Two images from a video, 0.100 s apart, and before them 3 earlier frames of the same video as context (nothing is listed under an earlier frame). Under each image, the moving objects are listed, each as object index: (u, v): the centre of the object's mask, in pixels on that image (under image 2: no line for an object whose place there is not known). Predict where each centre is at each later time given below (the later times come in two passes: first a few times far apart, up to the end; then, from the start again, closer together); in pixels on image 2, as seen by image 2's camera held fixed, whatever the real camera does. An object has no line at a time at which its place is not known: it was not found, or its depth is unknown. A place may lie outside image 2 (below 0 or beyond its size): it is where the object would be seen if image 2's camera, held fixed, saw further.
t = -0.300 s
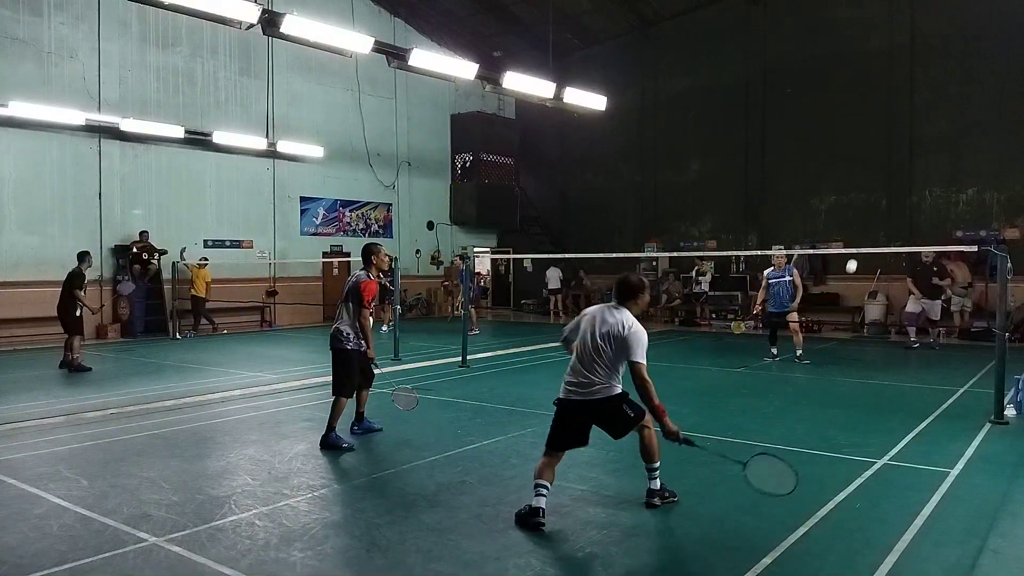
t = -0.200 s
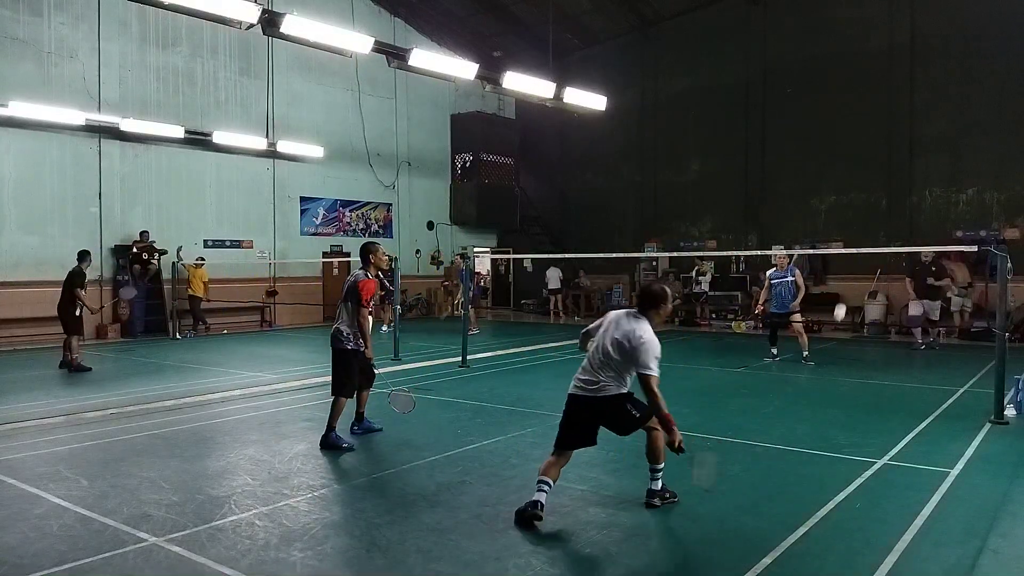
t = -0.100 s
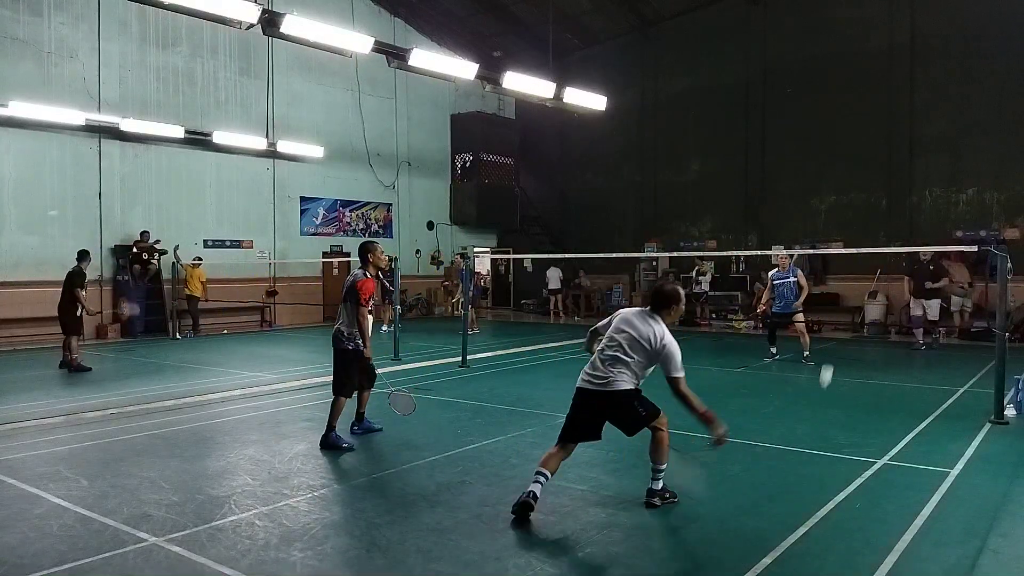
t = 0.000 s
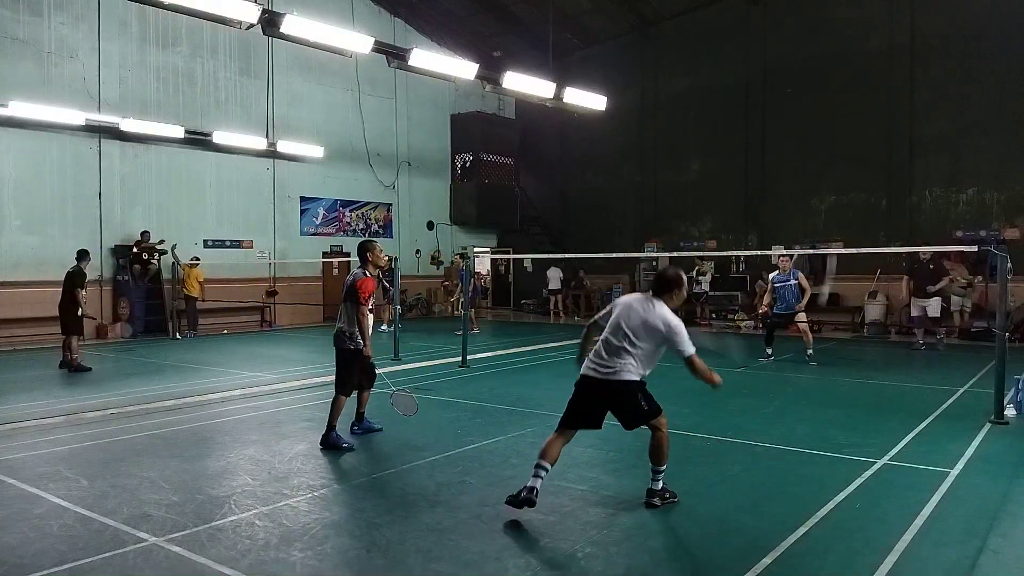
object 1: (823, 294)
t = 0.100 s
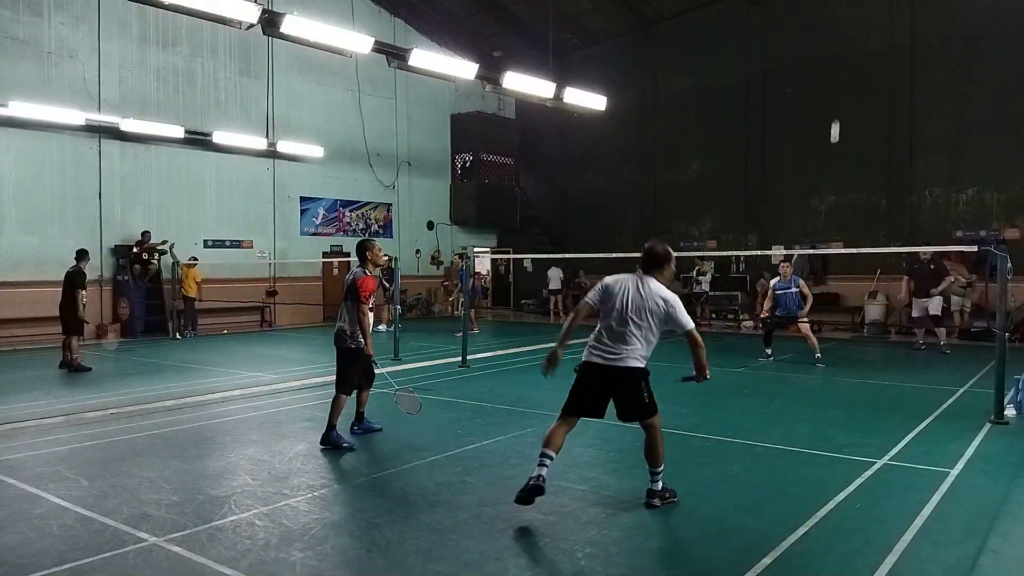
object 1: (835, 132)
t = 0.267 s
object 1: (840, 51)
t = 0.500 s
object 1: (842, 30)
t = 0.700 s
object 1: (845, 47)
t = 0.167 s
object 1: (837, 87)
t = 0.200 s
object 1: (838, 72)
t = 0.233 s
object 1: (839, 60)
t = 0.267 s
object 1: (840, 51)
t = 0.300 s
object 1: (840, 44)
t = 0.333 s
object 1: (840, 39)
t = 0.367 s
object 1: (841, 35)
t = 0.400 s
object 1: (841, 32)
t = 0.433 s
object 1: (842, 31)
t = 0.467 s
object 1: (842, 30)
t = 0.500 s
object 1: (842, 30)
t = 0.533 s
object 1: (843, 31)
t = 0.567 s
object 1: (843, 33)
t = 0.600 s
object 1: (844, 35)
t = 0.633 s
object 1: (844, 39)
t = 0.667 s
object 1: (845, 43)
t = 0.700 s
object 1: (845, 47)
